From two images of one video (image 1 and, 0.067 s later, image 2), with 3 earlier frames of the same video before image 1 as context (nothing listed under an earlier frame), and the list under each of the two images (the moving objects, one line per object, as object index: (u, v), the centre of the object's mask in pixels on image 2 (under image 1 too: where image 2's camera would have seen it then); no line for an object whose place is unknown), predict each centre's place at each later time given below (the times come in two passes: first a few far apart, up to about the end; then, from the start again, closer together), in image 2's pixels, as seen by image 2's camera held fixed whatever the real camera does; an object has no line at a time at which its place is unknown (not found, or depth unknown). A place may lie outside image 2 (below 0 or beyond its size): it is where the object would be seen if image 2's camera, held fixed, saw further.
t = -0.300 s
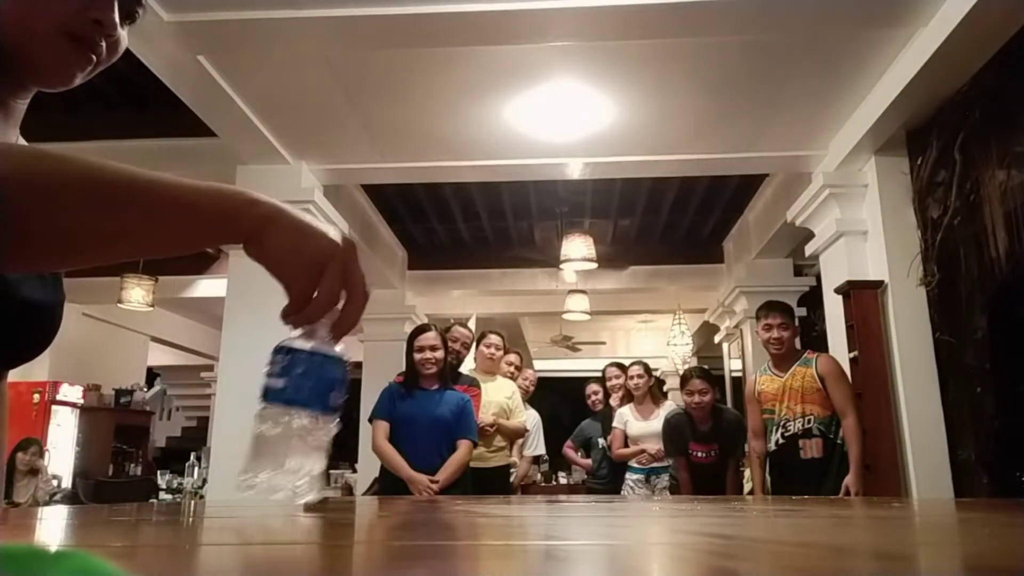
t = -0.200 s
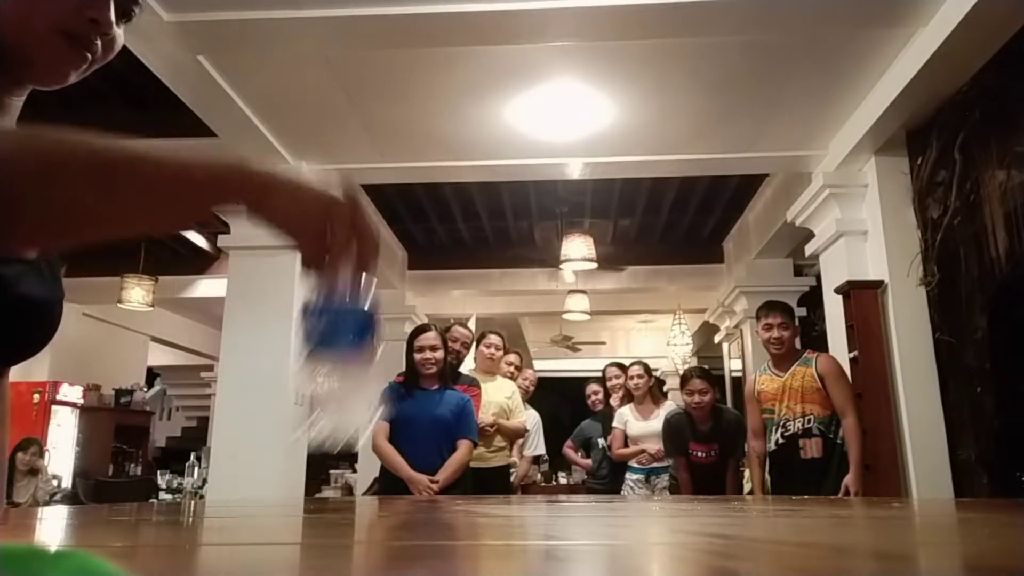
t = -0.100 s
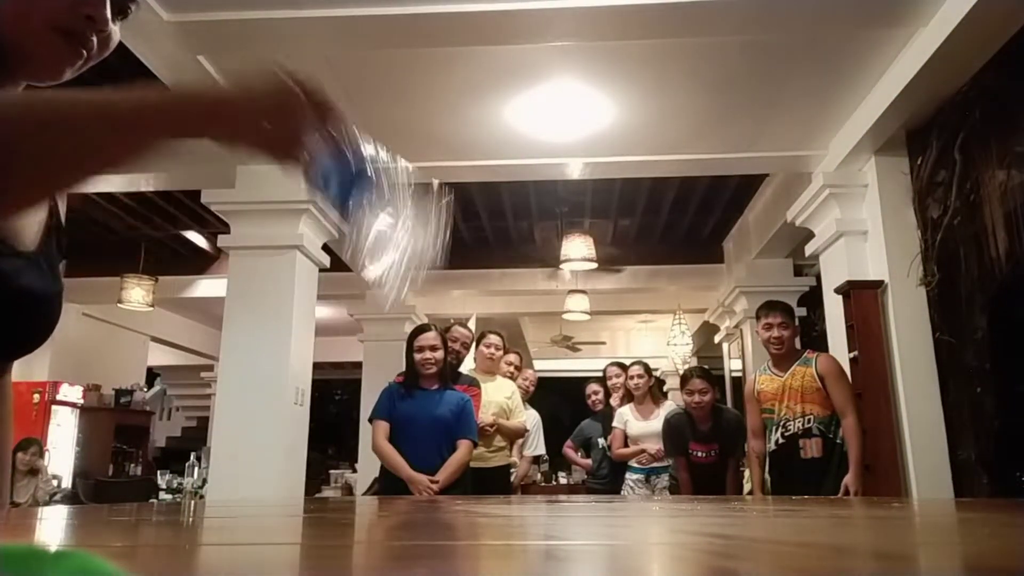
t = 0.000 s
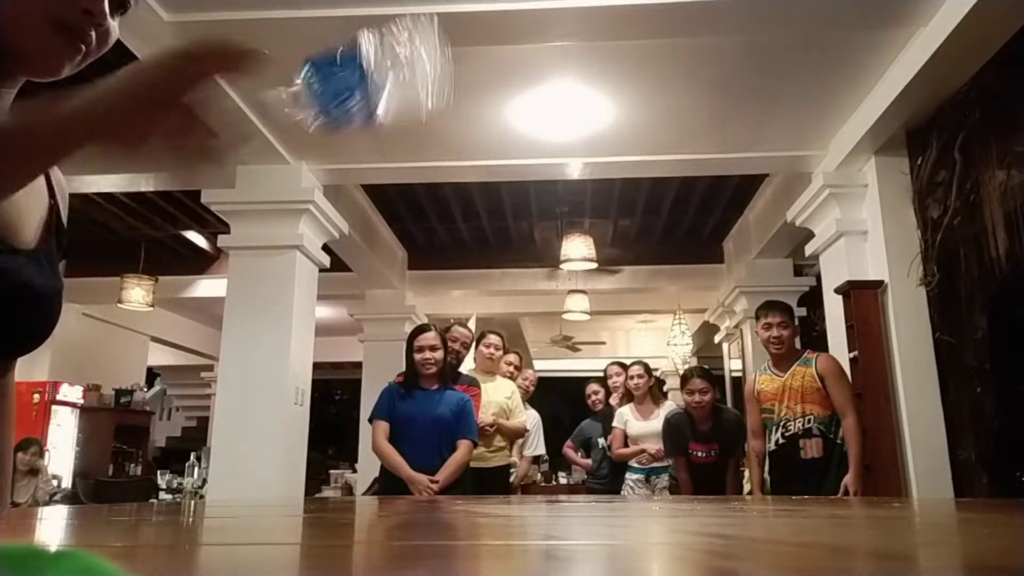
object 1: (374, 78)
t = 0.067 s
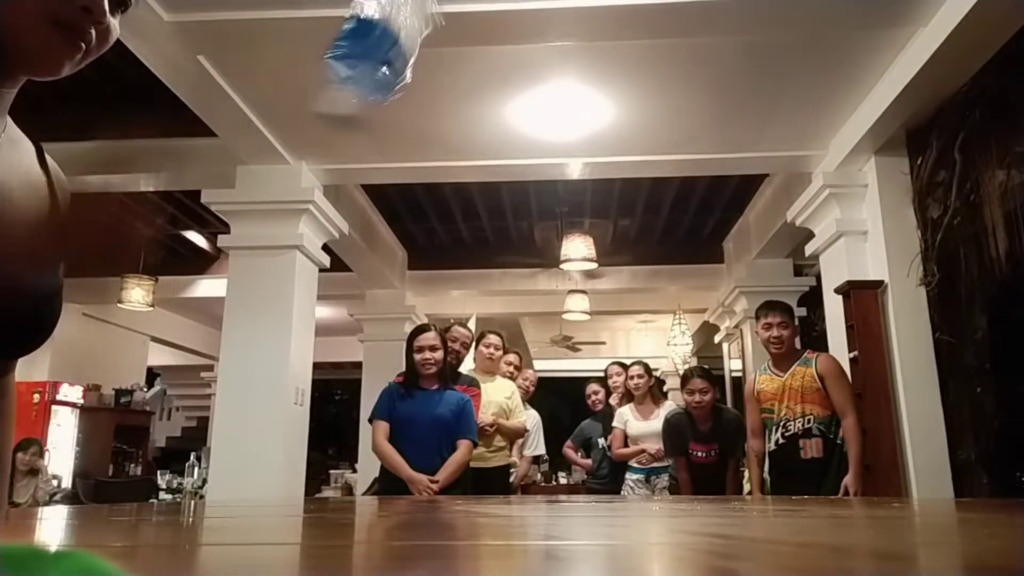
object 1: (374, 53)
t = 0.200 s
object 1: (373, 67)
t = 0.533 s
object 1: (378, 460)
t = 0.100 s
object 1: (382, 54)
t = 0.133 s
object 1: (388, 47)
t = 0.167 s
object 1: (384, 54)
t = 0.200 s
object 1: (373, 67)
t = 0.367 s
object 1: (334, 440)
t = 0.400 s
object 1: (354, 435)
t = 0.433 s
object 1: (366, 433)
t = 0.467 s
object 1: (374, 436)
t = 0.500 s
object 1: (381, 444)
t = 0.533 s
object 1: (378, 460)
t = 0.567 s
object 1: (378, 463)
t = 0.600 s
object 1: (379, 463)
